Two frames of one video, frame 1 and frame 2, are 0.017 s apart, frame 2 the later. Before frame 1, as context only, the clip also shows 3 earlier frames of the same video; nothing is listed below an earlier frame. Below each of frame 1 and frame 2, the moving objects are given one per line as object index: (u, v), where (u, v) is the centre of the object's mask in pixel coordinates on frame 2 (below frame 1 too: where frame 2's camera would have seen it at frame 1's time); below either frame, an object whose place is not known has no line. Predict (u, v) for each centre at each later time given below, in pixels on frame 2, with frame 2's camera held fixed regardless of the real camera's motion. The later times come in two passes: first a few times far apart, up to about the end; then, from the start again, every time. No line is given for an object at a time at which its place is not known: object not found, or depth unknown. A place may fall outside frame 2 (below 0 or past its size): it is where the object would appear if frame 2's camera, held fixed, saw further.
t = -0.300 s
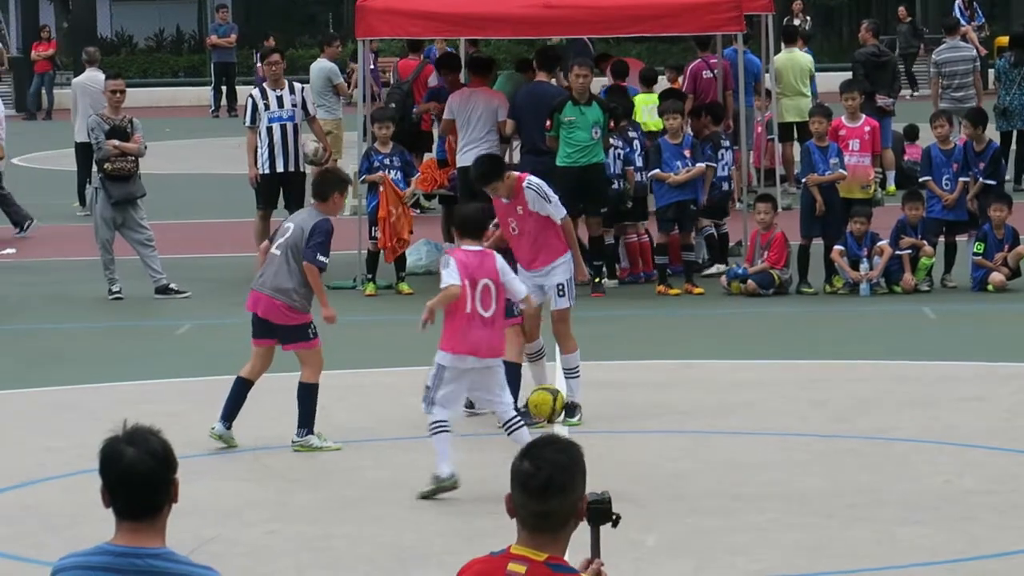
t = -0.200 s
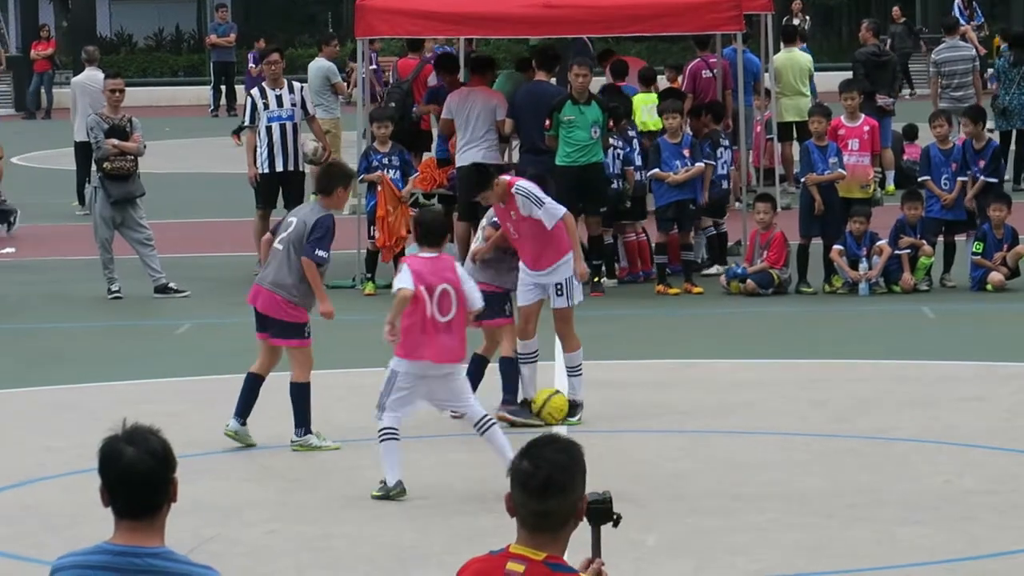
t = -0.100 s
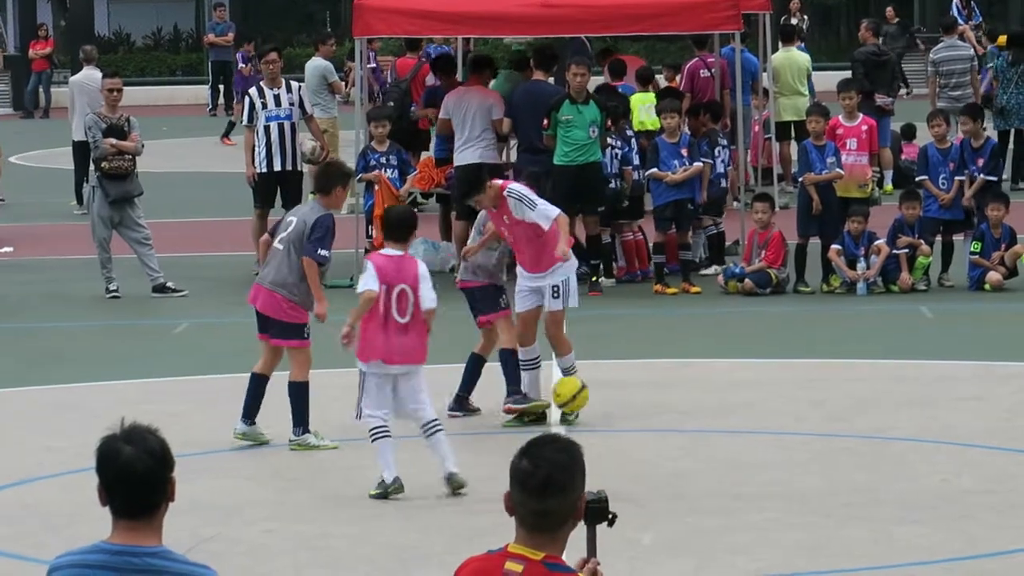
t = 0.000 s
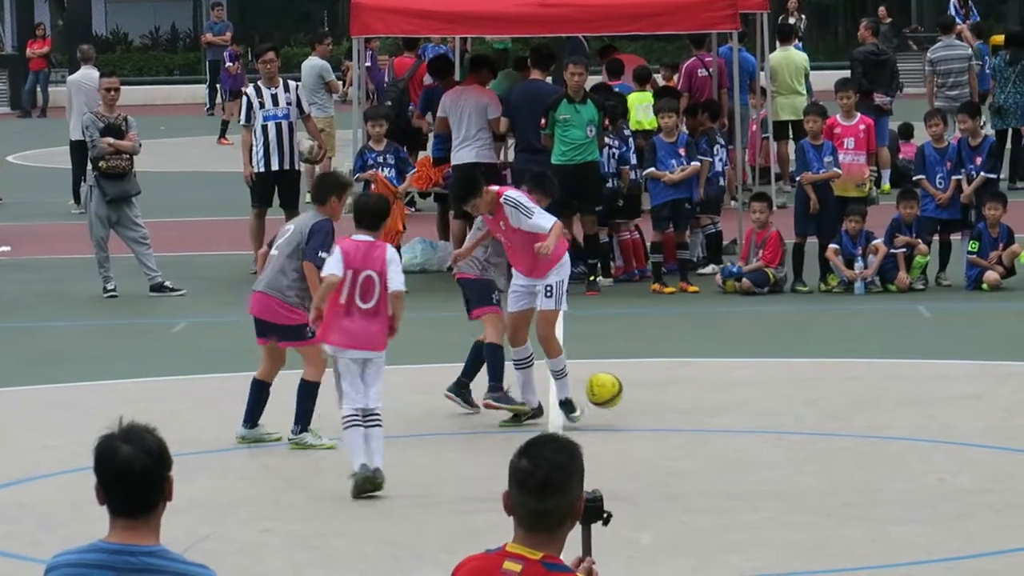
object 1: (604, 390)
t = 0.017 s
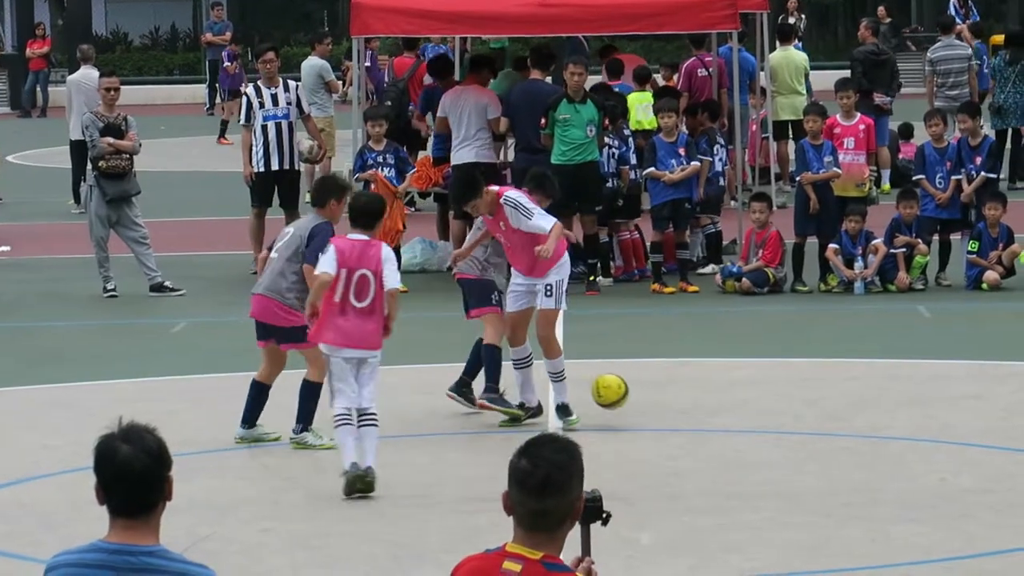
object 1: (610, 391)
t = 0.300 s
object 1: (697, 413)
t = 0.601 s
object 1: (778, 419)
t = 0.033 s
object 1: (616, 393)
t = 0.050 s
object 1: (623, 396)
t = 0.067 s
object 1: (629, 398)
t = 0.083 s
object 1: (635, 402)
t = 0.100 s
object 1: (641, 405)
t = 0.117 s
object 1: (647, 409)
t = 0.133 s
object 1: (652, 411)
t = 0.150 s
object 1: (657, 409)
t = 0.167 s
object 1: (661, 407)
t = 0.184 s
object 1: (666, 407)
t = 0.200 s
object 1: (671, 407)
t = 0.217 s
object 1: (675, 407)
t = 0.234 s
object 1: (680, 408)
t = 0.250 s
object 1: (684, 409)
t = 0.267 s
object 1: (689, 411)
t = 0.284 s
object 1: (693, 413)
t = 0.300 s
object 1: (697, 413)
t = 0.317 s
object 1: (702, 413)
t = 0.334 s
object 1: (706, 413)
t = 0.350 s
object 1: (710, 413)
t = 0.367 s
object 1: (715, 414)
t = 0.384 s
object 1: (720, 414)
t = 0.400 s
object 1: (723, 415)
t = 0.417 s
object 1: (728, 415)
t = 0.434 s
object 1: (733, 416)
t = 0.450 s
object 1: (737, 416)
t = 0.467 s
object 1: (741, 416)
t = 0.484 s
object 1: (746, 416)
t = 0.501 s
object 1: (750, 417)
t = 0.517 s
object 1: (754, 418)
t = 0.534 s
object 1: (760, 418)
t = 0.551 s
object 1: (764, 418)
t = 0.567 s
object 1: (769, 418)
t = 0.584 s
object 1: (774, 419)
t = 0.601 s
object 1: (778, 419)
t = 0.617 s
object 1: (783, 420)
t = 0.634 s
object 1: (787, 420)
